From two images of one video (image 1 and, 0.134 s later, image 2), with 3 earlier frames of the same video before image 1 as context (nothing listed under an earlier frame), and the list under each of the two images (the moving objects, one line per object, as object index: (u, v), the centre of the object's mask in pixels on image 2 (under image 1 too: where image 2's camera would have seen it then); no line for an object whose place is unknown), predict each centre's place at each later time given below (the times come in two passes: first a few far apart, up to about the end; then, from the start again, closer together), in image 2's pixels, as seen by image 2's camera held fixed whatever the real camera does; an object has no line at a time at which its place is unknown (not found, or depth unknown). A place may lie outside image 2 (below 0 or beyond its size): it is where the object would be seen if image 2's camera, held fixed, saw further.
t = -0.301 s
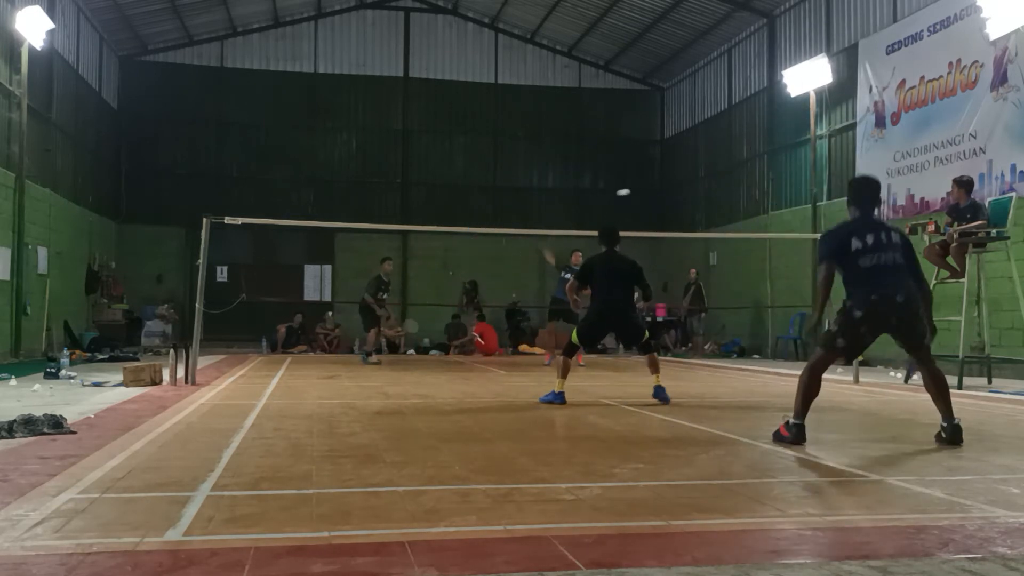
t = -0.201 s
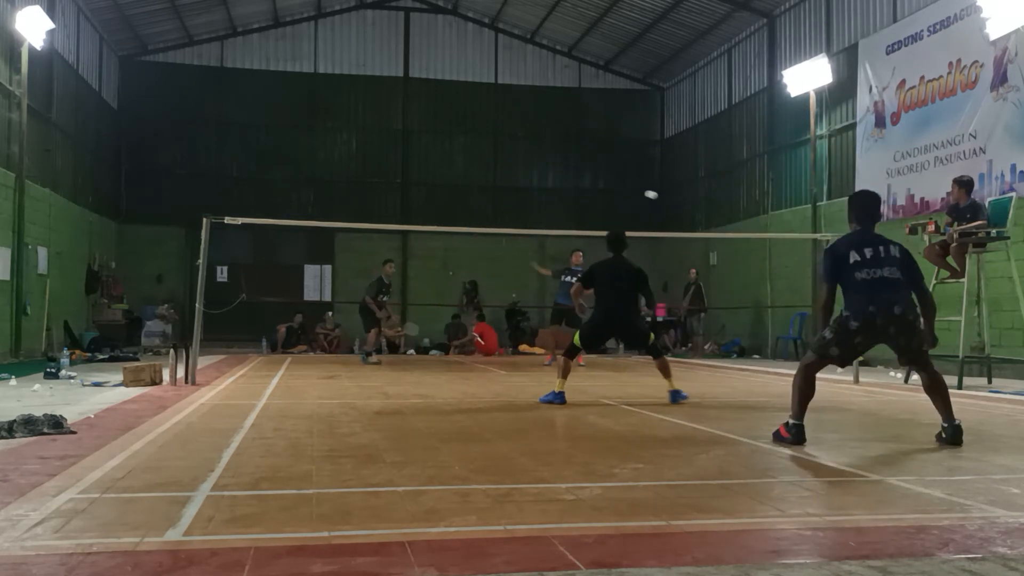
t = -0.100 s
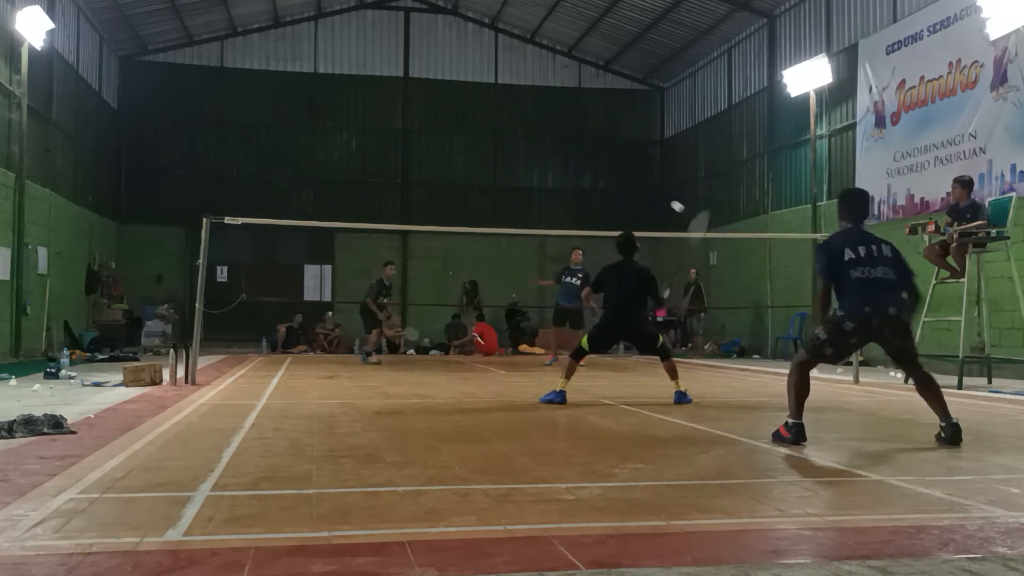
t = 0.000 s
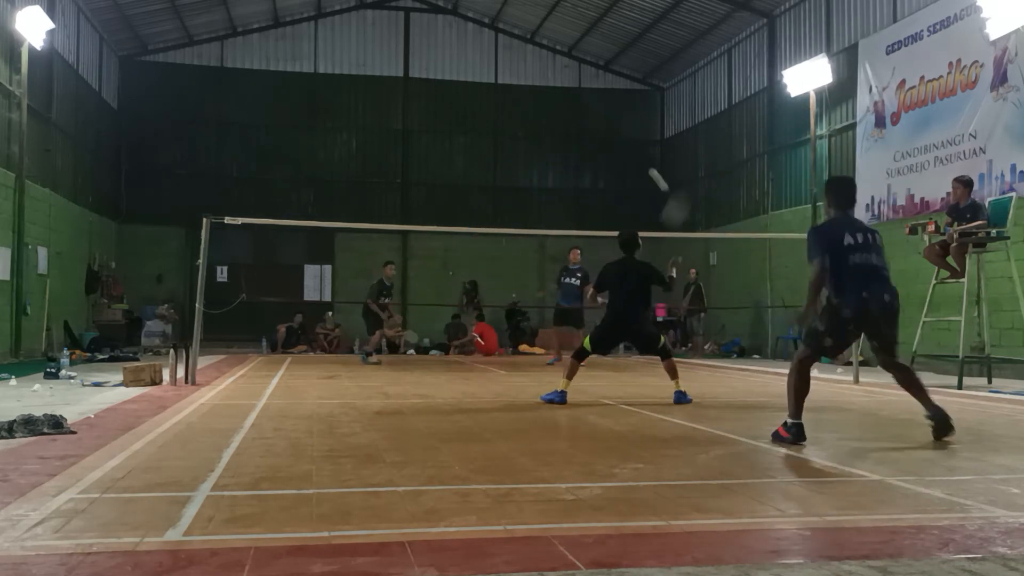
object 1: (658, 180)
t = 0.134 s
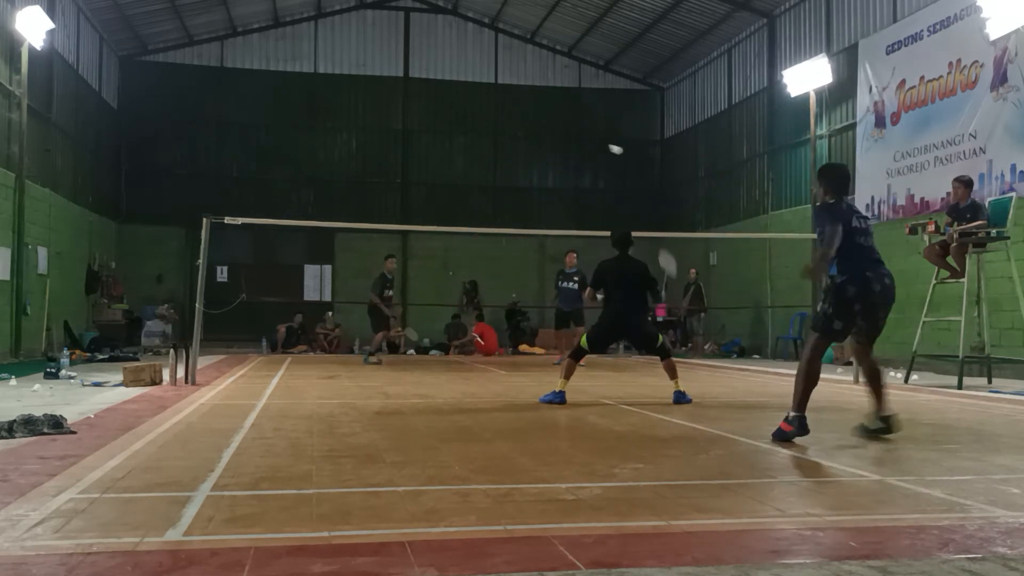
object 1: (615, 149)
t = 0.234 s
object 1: (590, 141)
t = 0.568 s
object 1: (534, 180)
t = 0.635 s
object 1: (526, 197)
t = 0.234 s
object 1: (590, 141)
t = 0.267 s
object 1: (583, 140)
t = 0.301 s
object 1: (576, 140)
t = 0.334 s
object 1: (570, 142)
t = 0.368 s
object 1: (564, 145)
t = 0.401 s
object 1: (559, 148)
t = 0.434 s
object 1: (553, 153)
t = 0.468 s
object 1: (548, 159)
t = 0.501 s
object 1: (544, 165)
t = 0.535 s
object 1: (539, 172)
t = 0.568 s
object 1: (534, 180)
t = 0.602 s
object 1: (530, 188)
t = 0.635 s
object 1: (526, 197)
